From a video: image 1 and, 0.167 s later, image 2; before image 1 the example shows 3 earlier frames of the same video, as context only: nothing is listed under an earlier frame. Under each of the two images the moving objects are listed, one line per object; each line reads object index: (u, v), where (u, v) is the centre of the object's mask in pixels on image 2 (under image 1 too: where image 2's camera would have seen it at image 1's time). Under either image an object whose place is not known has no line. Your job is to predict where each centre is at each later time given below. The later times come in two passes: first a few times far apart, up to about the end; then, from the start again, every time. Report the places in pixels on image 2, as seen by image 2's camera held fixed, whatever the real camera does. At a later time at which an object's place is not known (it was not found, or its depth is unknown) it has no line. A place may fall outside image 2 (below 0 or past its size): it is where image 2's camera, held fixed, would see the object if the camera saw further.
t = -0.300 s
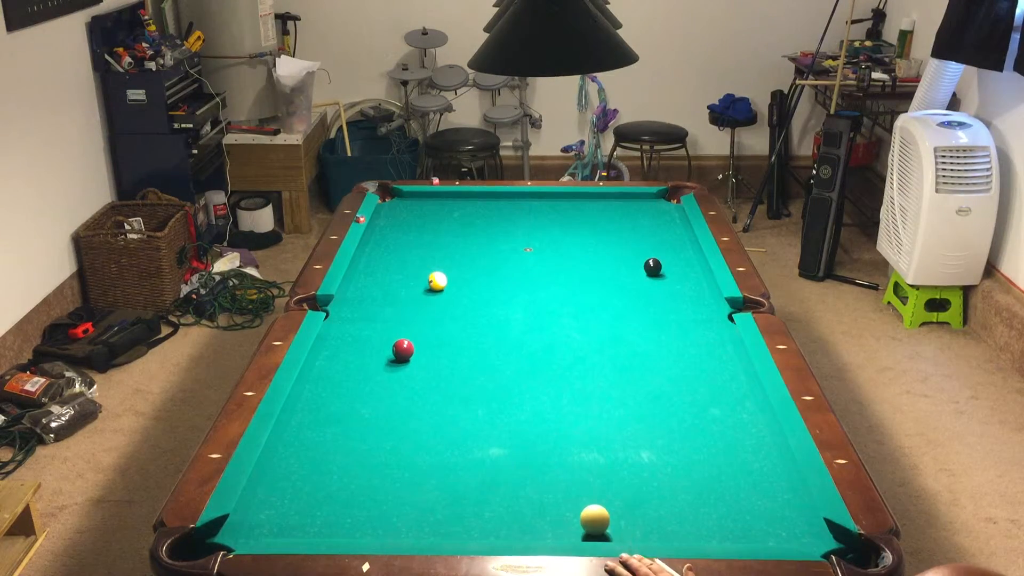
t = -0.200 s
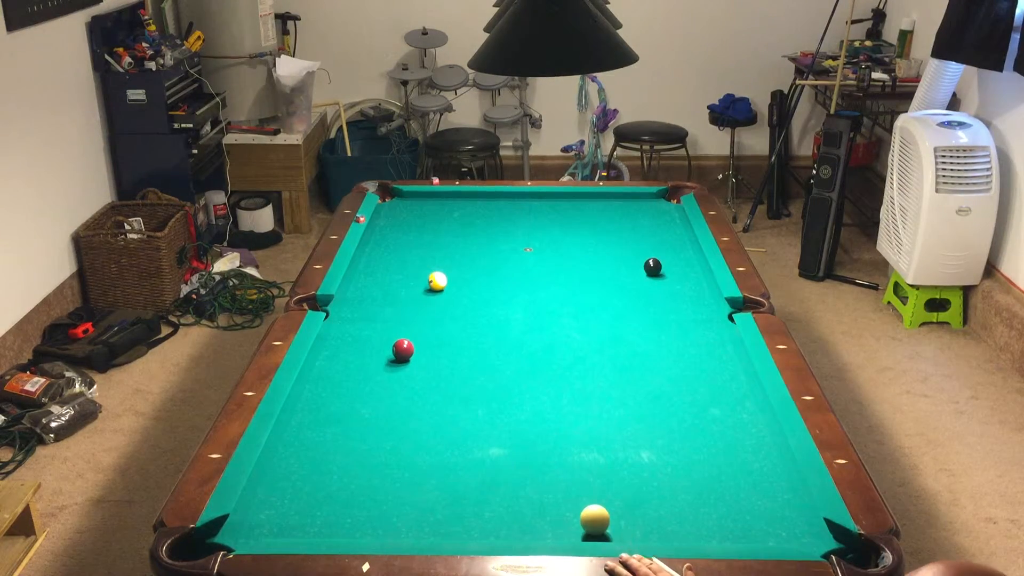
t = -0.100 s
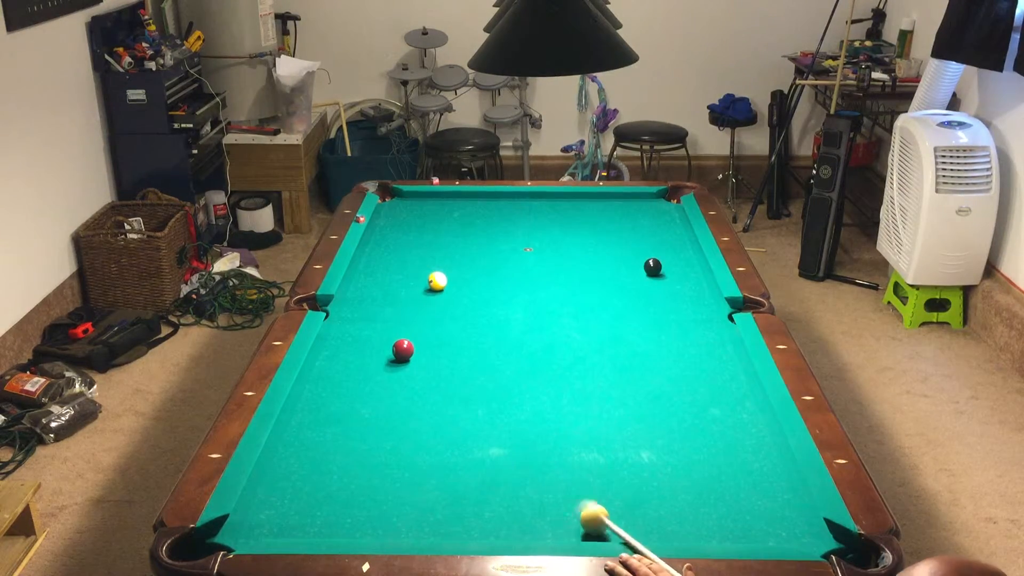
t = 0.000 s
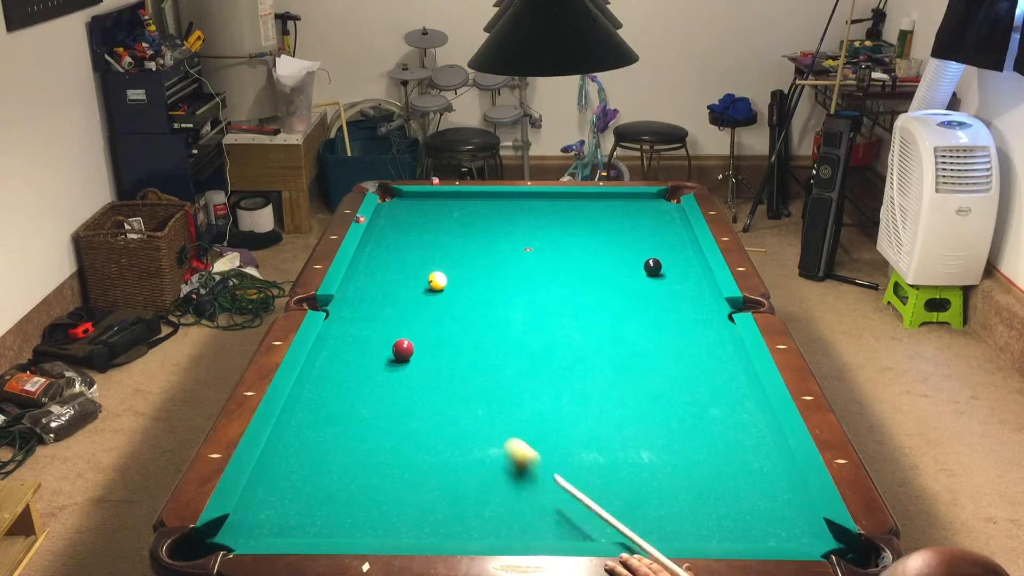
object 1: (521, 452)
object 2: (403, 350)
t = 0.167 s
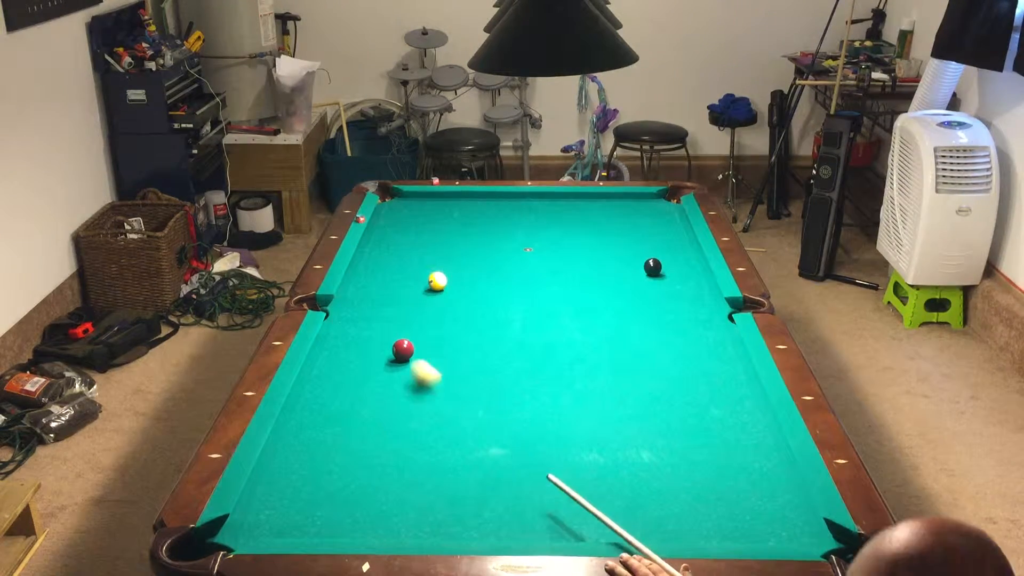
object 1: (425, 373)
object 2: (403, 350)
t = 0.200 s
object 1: (409, 360)
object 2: (401, 345)
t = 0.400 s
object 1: (344, 353)
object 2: (380, 290)
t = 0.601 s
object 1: (351, 345)
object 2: (366, 252)
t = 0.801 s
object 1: (394, 341)
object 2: (387, 226)
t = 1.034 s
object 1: (441, 336)
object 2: (411, 202)
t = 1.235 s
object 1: (479, 332)
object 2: (426, 202)
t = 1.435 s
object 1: (515, 329)
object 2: (441, 215)
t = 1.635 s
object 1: (550, 325)
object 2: (456, 228)
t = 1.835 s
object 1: (582, 322)
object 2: (471, 243)
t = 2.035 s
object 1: (613, 320)
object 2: (489, 258)
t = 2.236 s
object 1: (642, 317)
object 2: (506, 273)
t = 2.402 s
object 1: (664, 315)
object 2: (522, 287)
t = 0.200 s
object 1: (409, 360)
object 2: (401, 345)
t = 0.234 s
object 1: (398, 358)
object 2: (399, 338)
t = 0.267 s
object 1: (387, 359)
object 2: (394, 327)
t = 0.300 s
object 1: (376, 358)
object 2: (390, 316)
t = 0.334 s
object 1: (365, 357)
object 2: (387, 307)
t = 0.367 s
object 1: (355, 356)
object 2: (383, 298)
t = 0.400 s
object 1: (344, 353)
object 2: (380, 290)
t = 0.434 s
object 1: (333, 351)
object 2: (378, 283)
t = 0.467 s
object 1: (322, 349)
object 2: (375, 276)
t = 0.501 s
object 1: (329, 348)
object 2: (373, 270)
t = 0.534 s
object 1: (336, 347)
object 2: (370, 264)
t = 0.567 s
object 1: (344, 346)
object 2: (368, 258)
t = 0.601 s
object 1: (351, 345)
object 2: (366, 252)
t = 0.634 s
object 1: (358, 344)
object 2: (366, 247)
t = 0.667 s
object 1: (366, 344)
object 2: (371, 243)
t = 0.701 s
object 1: (373, 343)
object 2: (375, 239)
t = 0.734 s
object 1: (380, 342)
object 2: (379, 235)
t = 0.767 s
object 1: (387, 341)
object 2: (383, 230)
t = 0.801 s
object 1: (394, 341)
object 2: (387, 226)
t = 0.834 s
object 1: (401, 340)
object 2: (390, 223)
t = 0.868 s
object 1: (408, 339)
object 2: (394, 219)
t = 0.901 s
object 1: (414, 338)
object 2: (397, 215)
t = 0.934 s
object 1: (421, 338)
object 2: (401, 212)
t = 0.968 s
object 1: (428, 337)
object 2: (404, 208)
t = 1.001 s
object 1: (434, 336)
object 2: (408, 205)
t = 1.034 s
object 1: (441, 336)
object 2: (411, 202)
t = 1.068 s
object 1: (447, 335)
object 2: (414, 198)
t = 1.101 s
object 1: (454, 335)
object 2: (417, 195)
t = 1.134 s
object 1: (460, 334)
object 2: (419, 195)
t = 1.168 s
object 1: (466, 334)
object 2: (422, 198)
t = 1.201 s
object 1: (473, 333)
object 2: (424, 200)
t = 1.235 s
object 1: (479, 332)
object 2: (426, 202)
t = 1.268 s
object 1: (485, 332)
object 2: (429, 204)
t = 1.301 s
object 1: (491, 331)
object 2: (431, 206)
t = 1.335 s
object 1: (498, 330)
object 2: (433, 208)
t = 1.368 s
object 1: (503, 330)
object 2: (436, 211)
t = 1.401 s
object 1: (509, 330)
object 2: (438, 213)
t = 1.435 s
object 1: (515, 329)
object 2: (441, 215)
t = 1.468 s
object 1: (521, 328)
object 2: (443, 217)
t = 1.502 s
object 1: (527, 328)
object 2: (446, 219)
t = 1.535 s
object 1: (533, 327)
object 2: (448, 222)
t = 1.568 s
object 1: (538, 327)
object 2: (450, 224)
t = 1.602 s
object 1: (544, 326)
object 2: (453, 226)
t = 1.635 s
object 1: (550, 325)
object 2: (456, 228)
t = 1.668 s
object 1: (555, 325)
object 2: (458, 230)
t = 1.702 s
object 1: (561, 324)
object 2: (461, 233)
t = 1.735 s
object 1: (566, 324)
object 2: (464, 236)
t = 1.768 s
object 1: (571, 323)
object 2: (466, 238)
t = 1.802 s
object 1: (577, 323)
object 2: (469, 240)
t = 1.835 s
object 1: (582, 322)
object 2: (471, 243)
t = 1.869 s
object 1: (587, 322)
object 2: (475, 245)
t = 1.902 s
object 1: (593, 321)
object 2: (477, 248)
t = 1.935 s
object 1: (598, 321)
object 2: (480, 250)
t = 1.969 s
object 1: (603, 321)
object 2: (483, 253)
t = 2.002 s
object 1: (608, 320)
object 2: (486, 255)
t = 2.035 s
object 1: (613, 320)
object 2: (489, 258)
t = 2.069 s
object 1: (618, 319)
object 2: (491, 260)
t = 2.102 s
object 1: (623, 319)
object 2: (494, 263)
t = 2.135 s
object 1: (627, 318)
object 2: (497, 265)
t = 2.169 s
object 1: (632, 318)
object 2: (500, 268)
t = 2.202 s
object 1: (637, 317)
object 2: (503, 271)
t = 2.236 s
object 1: (642, 317)
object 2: (506, 273)
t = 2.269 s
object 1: (646, 317)
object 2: (510, 276)
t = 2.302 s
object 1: (651, 316)
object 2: (513, 279)
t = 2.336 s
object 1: (655, 316)
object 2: (516, 282)
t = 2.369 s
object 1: (660, 316)
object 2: (519, 284)
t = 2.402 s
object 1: (664, 315)
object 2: (522, 287)
